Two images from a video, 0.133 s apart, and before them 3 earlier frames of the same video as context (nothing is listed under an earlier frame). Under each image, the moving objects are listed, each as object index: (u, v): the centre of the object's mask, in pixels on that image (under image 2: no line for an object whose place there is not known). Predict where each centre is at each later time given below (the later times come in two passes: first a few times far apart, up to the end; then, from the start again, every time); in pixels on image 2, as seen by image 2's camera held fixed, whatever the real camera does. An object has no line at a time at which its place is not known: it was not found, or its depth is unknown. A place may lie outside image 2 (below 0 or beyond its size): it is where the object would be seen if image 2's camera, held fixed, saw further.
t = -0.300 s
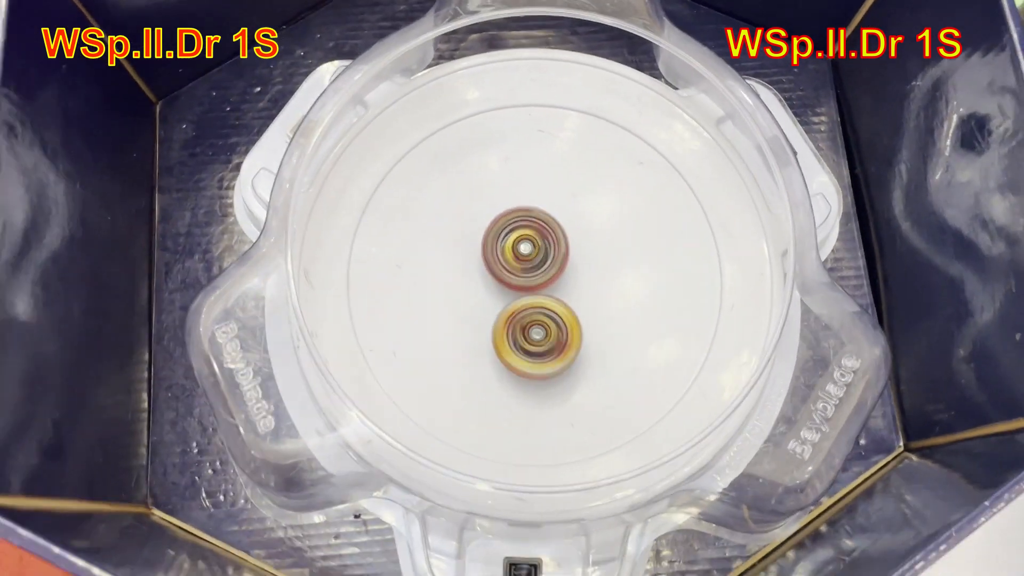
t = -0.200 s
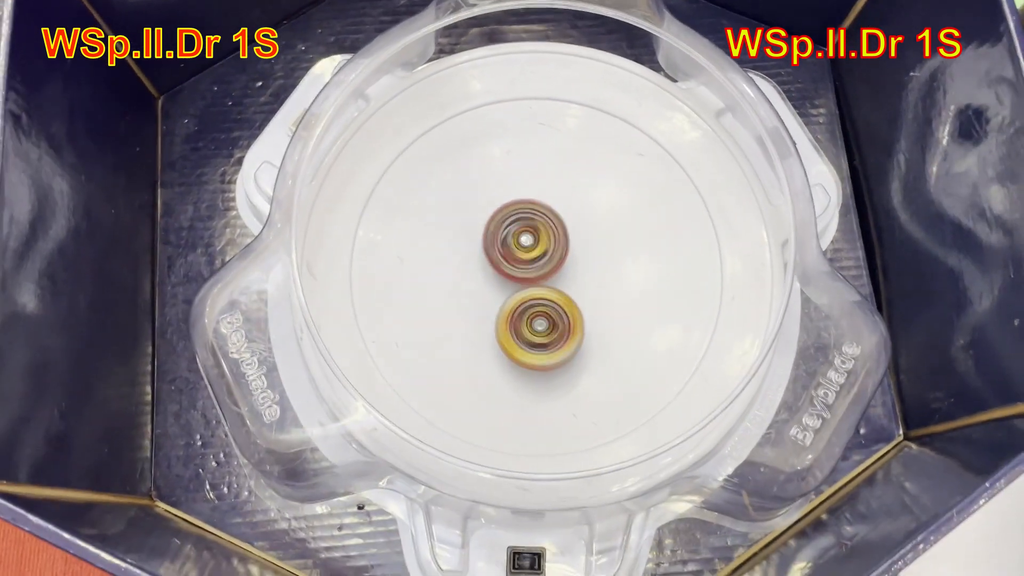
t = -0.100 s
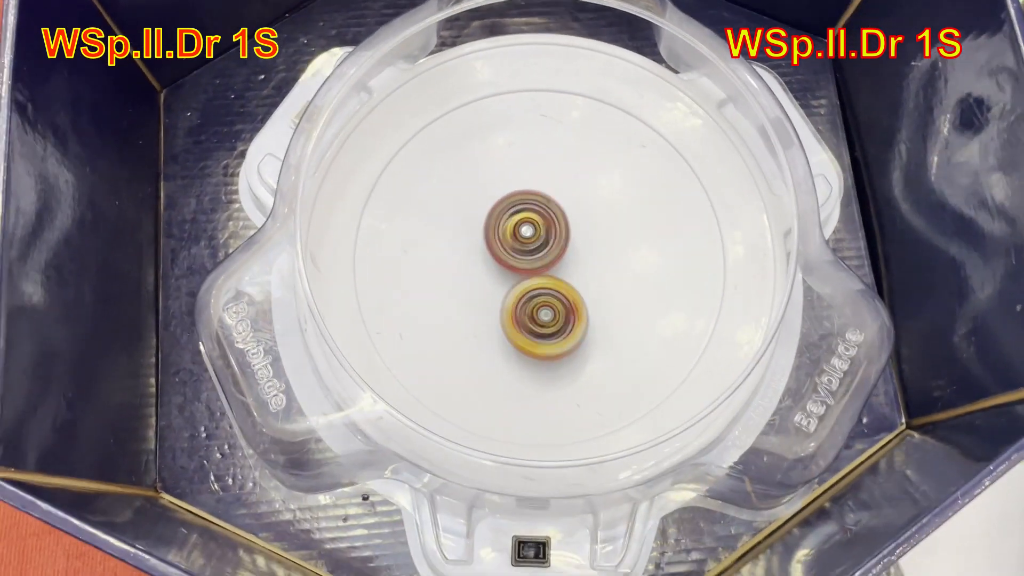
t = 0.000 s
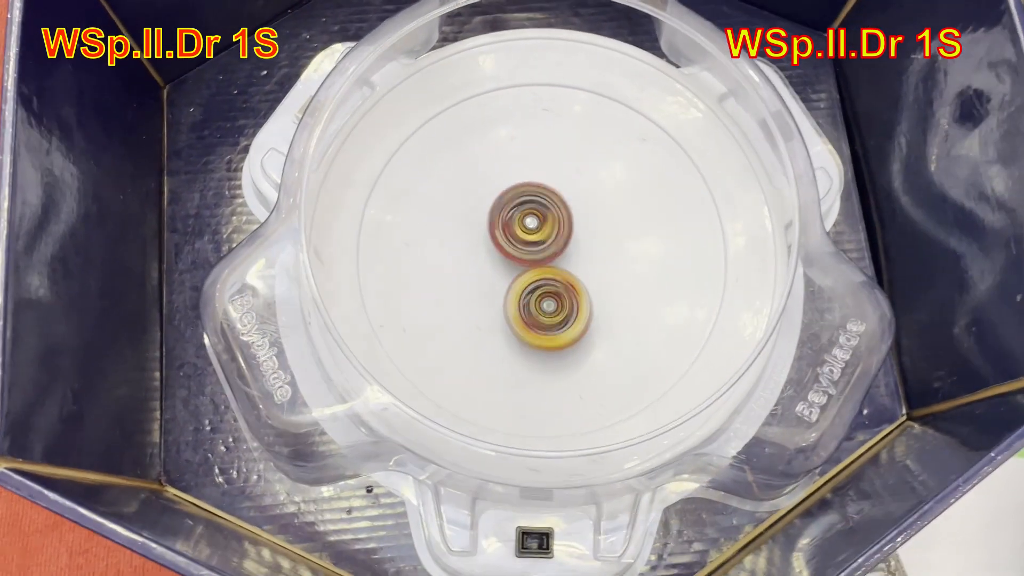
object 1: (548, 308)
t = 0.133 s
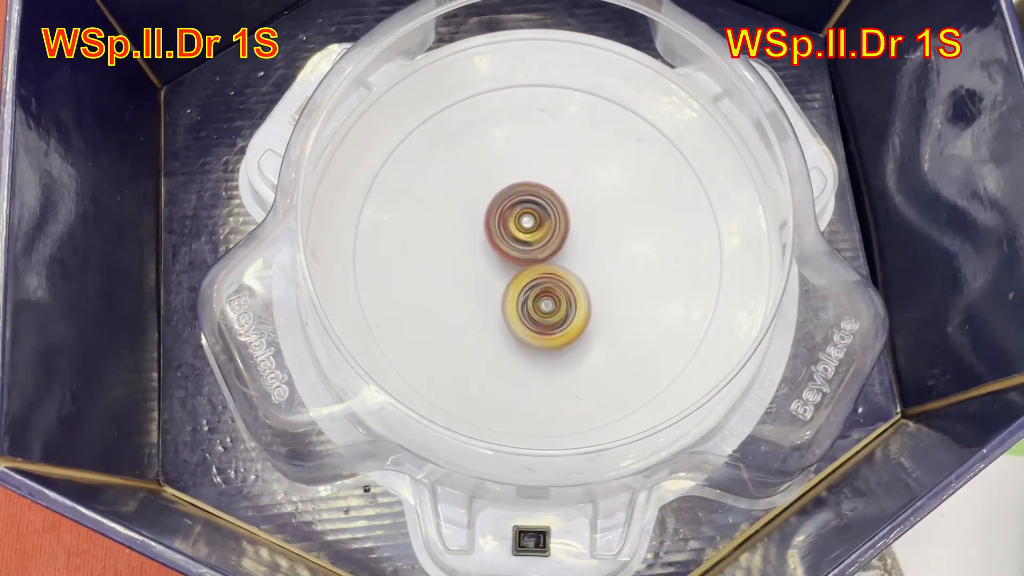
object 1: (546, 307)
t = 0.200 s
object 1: (547, 305)
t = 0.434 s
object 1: (556, 301)
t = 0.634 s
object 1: (558, 300)
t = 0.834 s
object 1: (559, 299)
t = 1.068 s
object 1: (558, 295)
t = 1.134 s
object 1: (558, 296)
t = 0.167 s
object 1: (547, 306)
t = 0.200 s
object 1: (547, 305)
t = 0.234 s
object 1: (549, 305)
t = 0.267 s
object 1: (550, 306)
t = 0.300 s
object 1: (551, 305)
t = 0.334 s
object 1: (553, 304)
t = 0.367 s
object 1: (554, 303)
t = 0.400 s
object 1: (555, 302)
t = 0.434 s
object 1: (556, 301)
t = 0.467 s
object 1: (557, 300)
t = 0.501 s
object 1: (557, 301)
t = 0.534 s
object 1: (558, 300)
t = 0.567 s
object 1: (558, 300)
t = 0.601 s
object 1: (559, 300)
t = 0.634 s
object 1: (558, 300)
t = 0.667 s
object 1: (558, 301)
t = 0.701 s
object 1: (558, 301)
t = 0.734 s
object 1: (558, 302)
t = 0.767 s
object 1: (557, 302)
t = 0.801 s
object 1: (559, 300)
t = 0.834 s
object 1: (559, 299)
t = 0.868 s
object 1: (560, 301)
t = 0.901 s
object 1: (558, 302)
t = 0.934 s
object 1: (558, 299)
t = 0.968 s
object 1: (558, 297)
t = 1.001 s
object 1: (558, 296)
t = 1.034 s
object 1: (558, 296)
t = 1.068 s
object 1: (558, 295)
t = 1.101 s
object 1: (558, 295)
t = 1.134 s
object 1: (558, 296)
